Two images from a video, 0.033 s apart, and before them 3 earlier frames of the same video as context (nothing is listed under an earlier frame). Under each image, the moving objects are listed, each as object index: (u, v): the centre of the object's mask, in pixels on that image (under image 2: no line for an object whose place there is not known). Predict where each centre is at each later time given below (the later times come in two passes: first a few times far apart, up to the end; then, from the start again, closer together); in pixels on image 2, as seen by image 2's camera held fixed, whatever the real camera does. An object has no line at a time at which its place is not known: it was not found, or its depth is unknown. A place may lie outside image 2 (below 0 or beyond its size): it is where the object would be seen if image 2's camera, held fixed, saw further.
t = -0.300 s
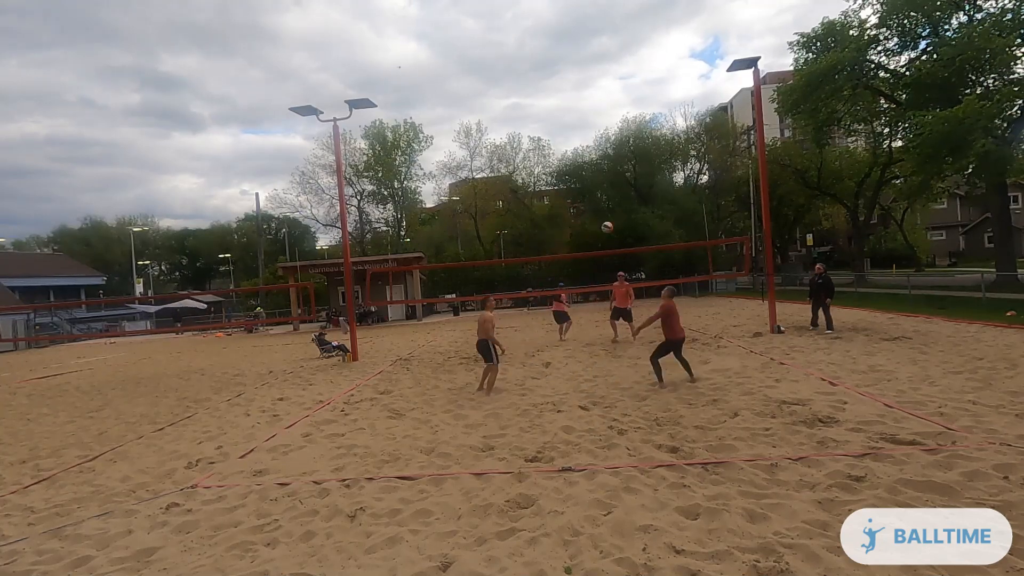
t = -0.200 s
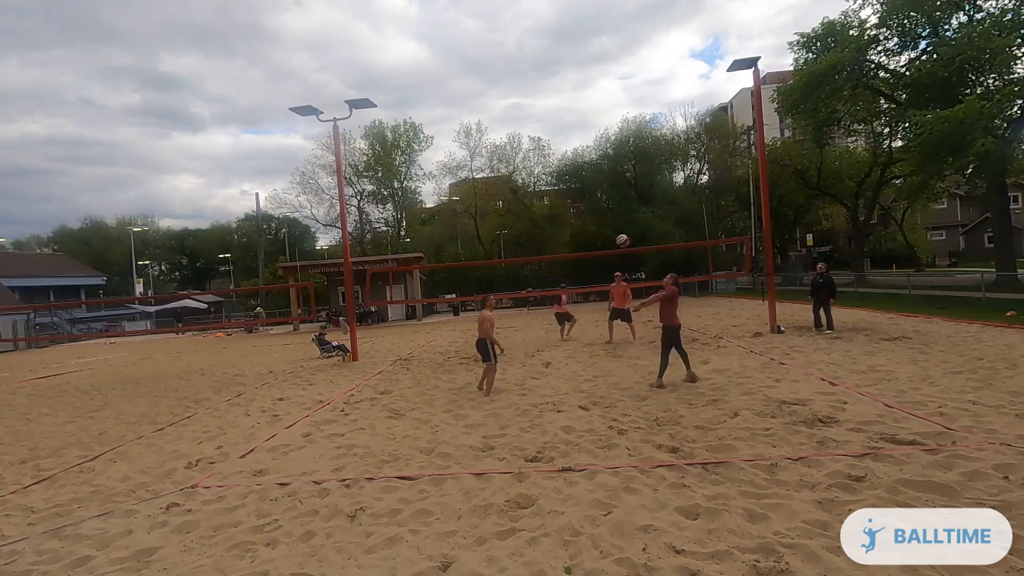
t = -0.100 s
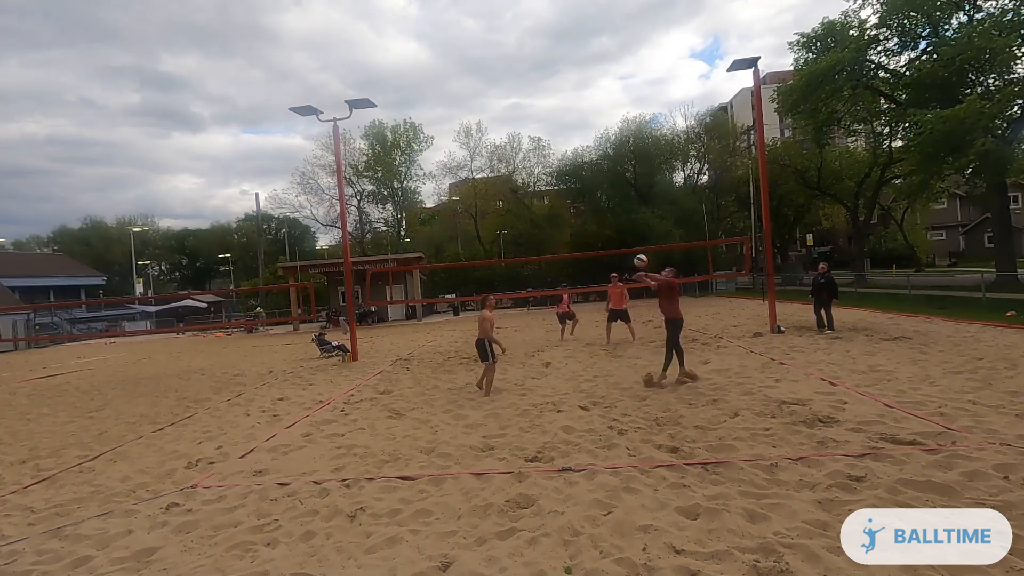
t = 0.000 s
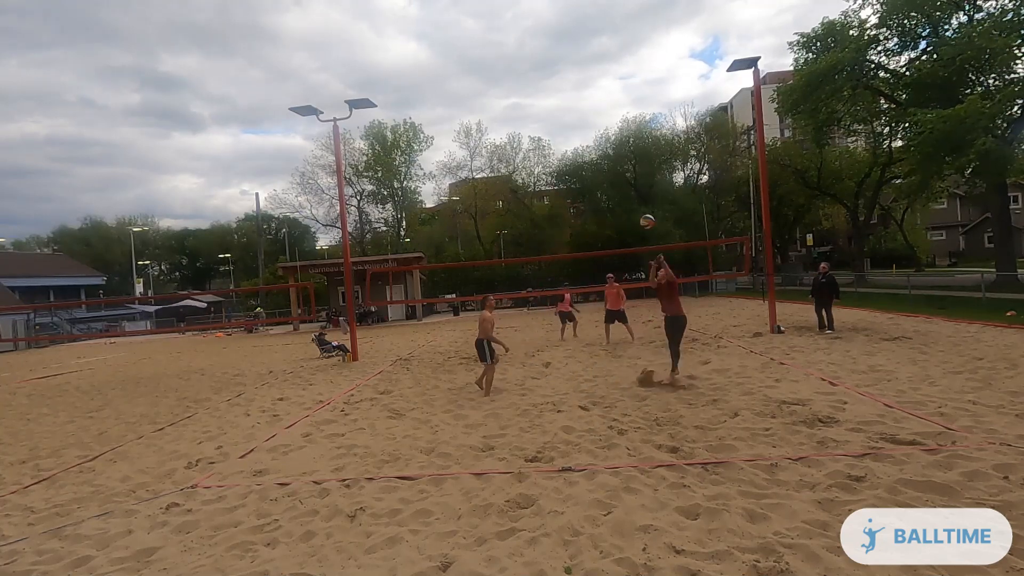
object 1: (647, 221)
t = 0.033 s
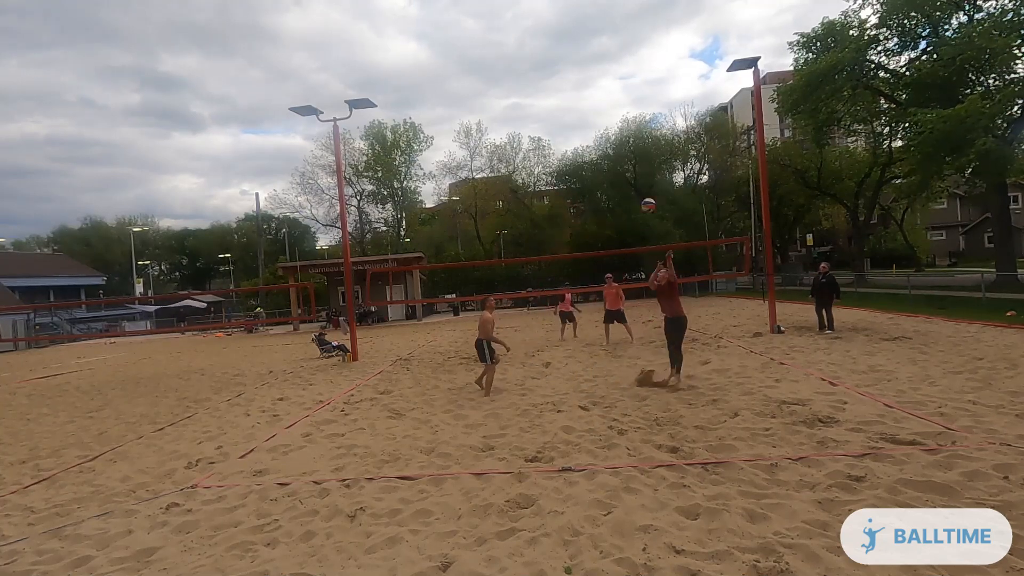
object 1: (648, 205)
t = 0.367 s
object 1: (660, 83)
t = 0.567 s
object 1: (668, 45)
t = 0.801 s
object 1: (677, 33)
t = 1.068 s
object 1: (688, 62)
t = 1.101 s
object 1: (689, 69)
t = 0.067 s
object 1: (649, 190)
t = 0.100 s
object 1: (651, 175)
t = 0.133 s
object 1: (652, 160)
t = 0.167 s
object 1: (653, 147)
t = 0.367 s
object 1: (660, 83)
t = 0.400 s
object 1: (662, 75)
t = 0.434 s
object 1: (663, 68)
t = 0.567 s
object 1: (668, 45)
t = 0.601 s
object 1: (669, 41)
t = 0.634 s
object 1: (671, 38)
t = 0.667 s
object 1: (672, 36)
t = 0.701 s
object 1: (674, 34)
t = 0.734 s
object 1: (675, 33)
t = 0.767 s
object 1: (676, 33)
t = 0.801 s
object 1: (677, 33)
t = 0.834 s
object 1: (679, 35)
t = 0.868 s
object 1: (680, 37)
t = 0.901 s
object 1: (682, 39)
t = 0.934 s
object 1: (683, 43)
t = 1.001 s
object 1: (686, 51)
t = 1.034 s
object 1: (687, 56)
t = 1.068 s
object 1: (688, 62)
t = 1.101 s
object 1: (689, 69)
